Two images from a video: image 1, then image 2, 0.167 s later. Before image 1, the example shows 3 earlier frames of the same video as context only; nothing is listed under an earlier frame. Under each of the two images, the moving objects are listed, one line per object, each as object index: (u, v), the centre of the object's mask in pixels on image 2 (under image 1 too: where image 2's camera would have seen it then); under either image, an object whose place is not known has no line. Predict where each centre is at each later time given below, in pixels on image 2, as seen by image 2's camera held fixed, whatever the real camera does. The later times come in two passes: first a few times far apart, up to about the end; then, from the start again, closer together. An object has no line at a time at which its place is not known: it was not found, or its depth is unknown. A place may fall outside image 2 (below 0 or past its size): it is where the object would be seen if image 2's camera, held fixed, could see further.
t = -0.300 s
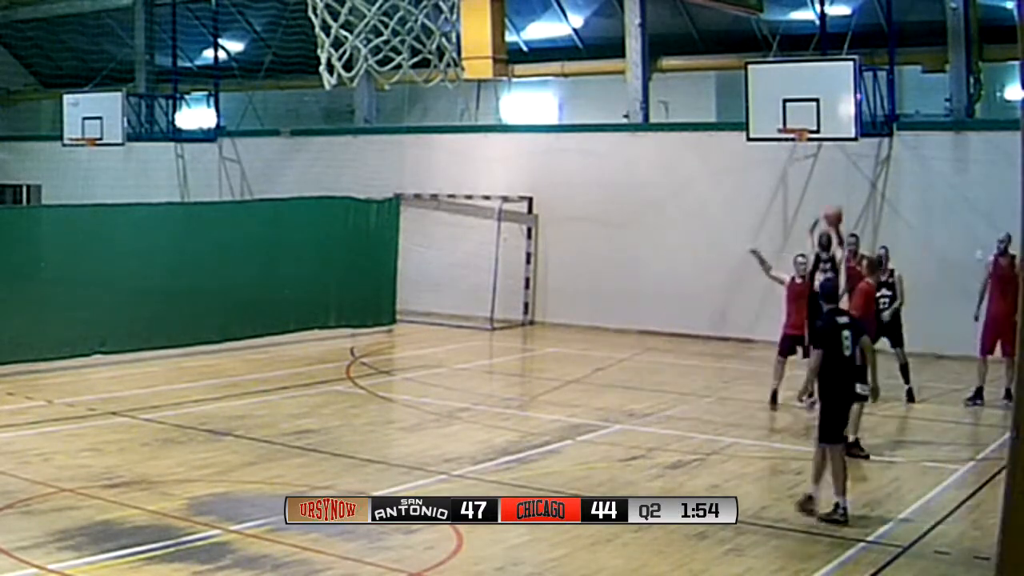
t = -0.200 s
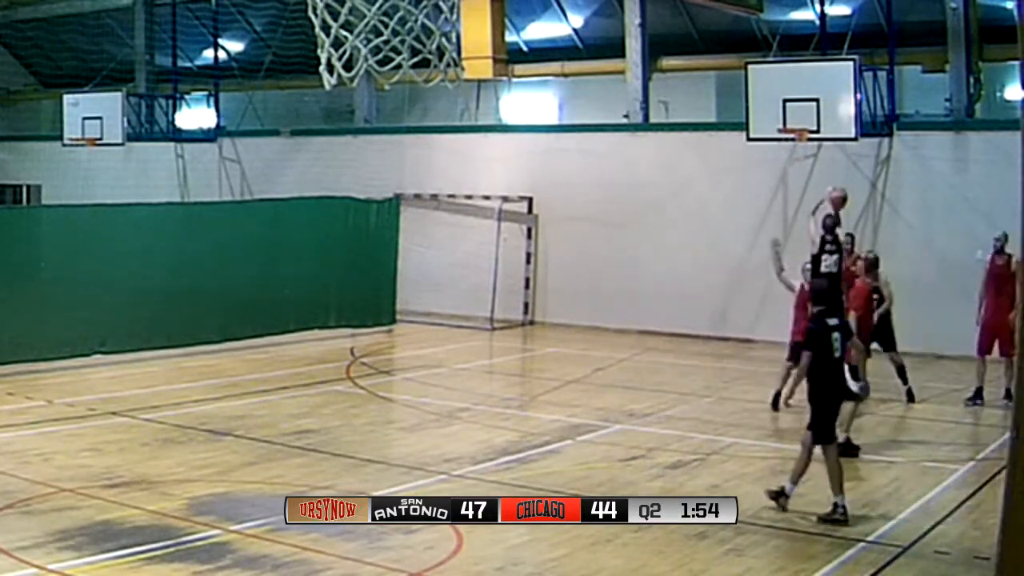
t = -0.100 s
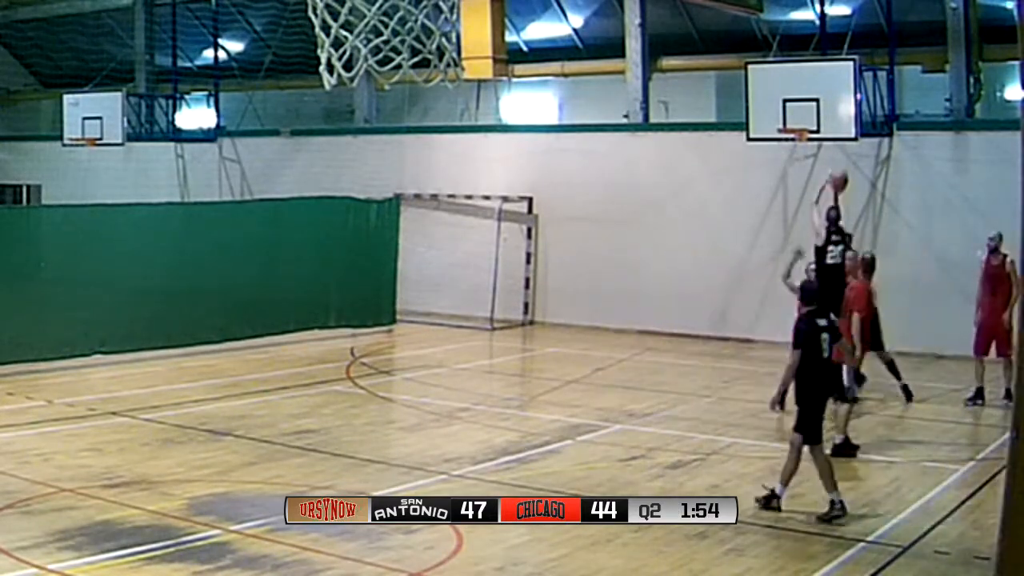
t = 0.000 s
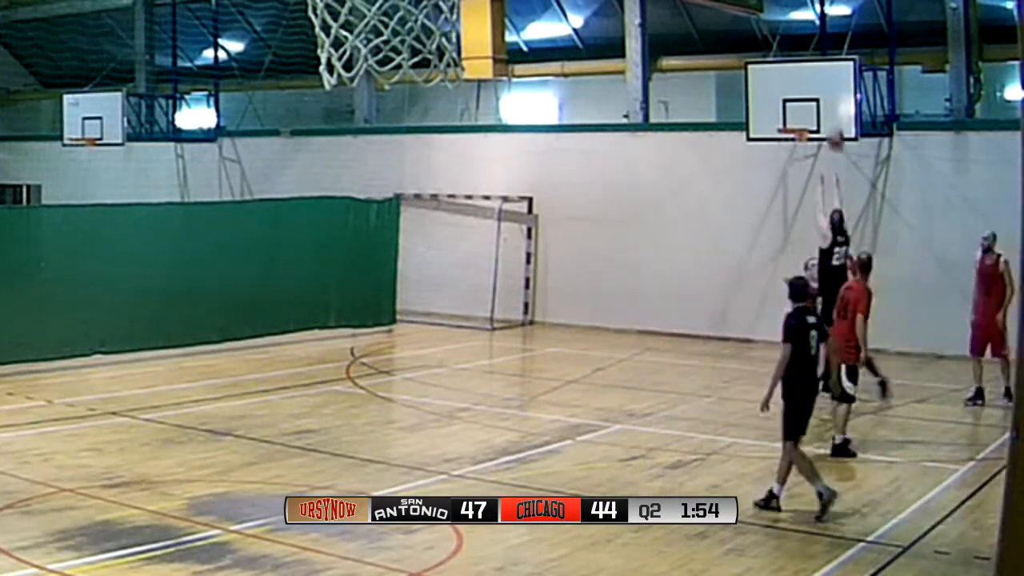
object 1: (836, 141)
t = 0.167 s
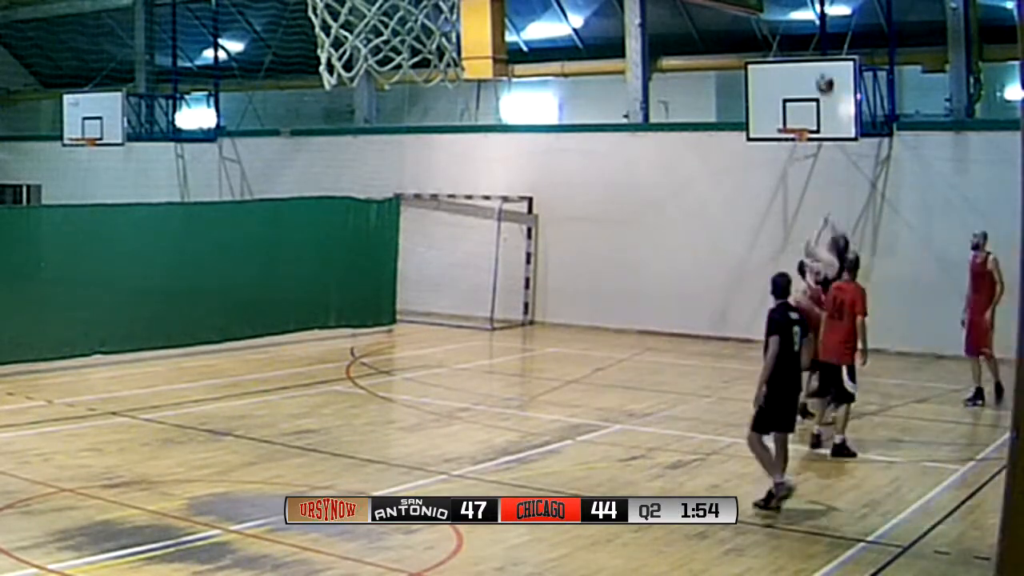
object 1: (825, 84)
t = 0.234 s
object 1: (821, 70)
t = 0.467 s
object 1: (809, 55)
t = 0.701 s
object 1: (800, 85)
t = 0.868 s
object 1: (794, 130)
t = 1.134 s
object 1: (774, 191)
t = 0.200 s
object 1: (823, 77)
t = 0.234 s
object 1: (821, 70)
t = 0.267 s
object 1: (819, 66)
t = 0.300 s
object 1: (817, 61)
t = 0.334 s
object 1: (815, 57)
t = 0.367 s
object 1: (814, 55)
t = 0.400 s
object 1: (812, 55)
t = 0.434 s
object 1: (810, 55)
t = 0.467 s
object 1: (809, 55)
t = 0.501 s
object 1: (808, 57)
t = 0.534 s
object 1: (806, 60)
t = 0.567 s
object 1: (805, 63)
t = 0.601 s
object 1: (804, 67)
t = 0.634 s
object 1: (802, 73)
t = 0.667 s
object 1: (801, 79)
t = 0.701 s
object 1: (800, 85)
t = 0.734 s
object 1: (799, 93)
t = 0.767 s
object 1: (799, 101)
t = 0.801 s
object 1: (797, 112)
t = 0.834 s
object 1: (796, 119)
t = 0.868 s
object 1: (794, 130)
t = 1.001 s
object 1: (783, 160)
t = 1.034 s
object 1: (780, 166)
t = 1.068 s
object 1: (779, 173)
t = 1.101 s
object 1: (777, 182)
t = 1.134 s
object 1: (774, 191)
